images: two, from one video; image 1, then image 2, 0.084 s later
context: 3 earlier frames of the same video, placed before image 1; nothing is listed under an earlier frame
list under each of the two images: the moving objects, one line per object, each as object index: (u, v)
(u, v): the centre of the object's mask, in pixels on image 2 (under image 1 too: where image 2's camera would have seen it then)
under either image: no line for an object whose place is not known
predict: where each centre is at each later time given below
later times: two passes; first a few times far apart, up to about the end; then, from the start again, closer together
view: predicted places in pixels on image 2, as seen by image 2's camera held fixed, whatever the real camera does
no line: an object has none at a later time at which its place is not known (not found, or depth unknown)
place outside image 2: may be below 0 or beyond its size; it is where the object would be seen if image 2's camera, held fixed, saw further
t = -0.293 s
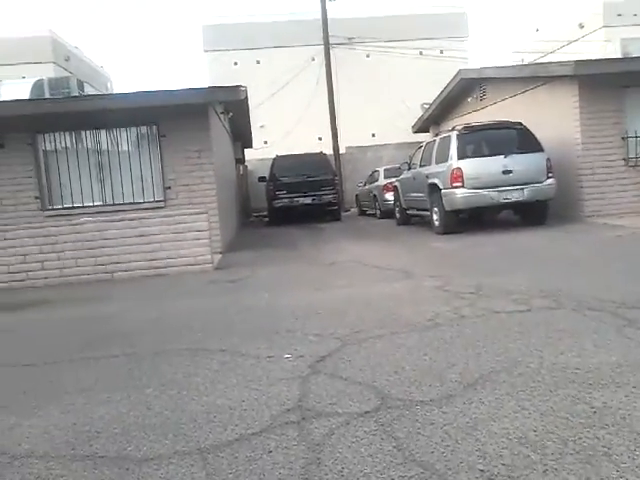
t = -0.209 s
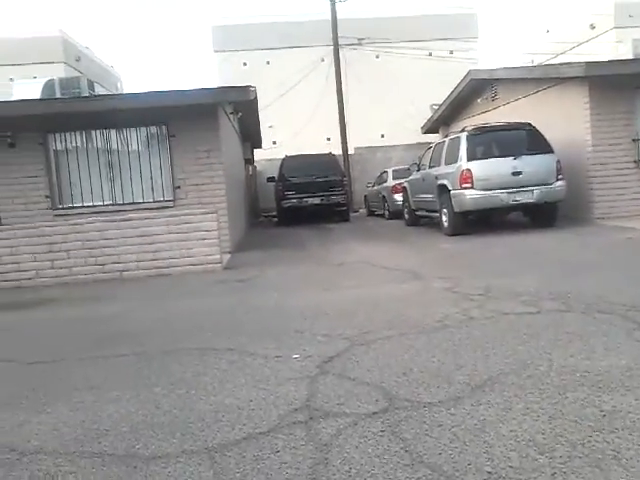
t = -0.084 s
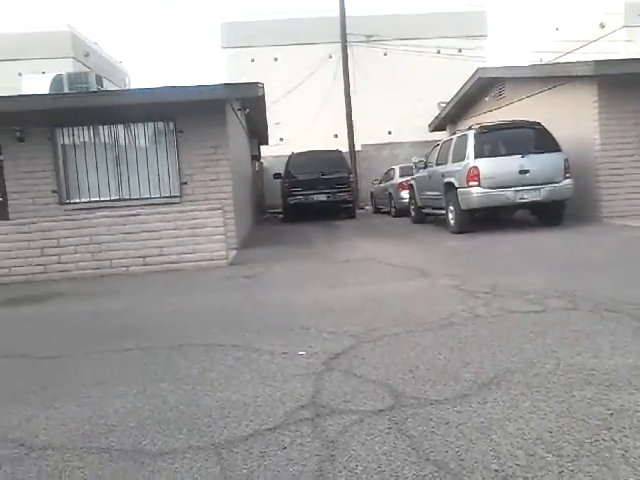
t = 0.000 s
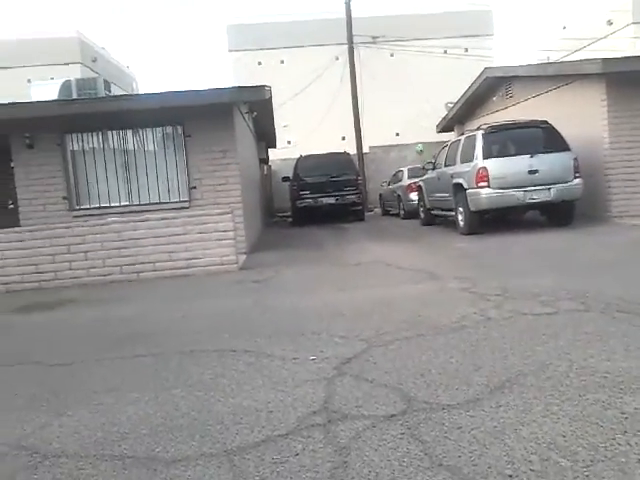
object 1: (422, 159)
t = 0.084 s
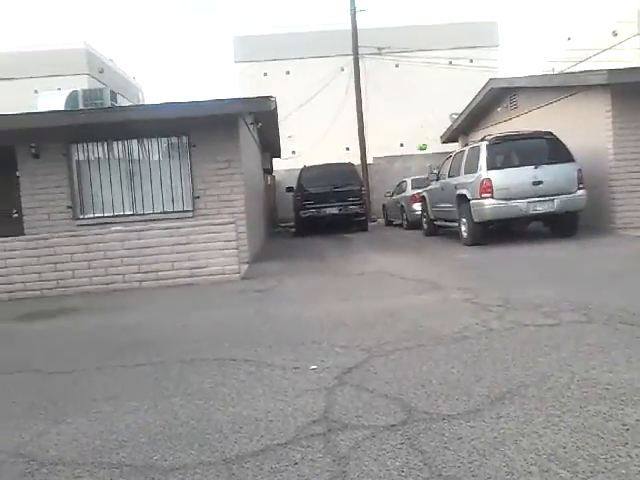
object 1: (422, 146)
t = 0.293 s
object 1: (413, 125)
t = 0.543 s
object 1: (407, 122)
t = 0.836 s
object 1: (403, 166)
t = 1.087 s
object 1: (404, 252)
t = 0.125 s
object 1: (421, 142)
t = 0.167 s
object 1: (418, 139)
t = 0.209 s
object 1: (416, 132)
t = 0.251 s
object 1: (414, 128)
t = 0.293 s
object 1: (413, 125)
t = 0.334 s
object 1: (412, 122)
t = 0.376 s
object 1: (410, 122)
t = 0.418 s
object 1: (409, 120)
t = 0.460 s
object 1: (408, 120)
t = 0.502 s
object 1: (407, 120)
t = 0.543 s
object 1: (407, 122)
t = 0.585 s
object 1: (406, 125)
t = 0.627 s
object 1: (405, 128)
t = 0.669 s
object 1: (403, 132)
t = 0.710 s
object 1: (402, 137)
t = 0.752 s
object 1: (402, 147)
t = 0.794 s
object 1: (402, 156)
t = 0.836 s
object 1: (403, 166)
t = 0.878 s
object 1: (405, 177)
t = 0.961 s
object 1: (406, 205)
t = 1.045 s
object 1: (405, 239)
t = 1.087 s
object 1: (404, 252)
